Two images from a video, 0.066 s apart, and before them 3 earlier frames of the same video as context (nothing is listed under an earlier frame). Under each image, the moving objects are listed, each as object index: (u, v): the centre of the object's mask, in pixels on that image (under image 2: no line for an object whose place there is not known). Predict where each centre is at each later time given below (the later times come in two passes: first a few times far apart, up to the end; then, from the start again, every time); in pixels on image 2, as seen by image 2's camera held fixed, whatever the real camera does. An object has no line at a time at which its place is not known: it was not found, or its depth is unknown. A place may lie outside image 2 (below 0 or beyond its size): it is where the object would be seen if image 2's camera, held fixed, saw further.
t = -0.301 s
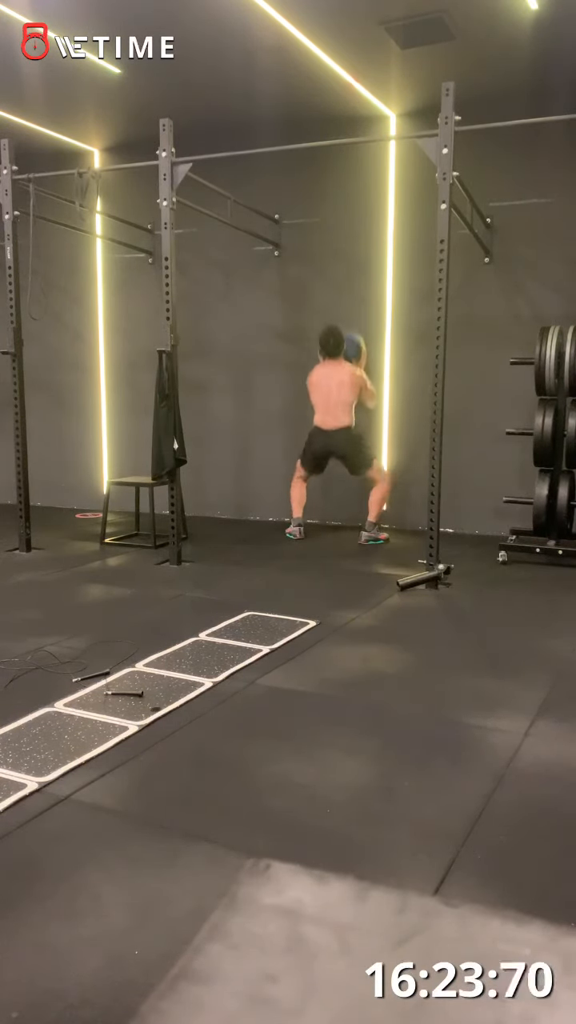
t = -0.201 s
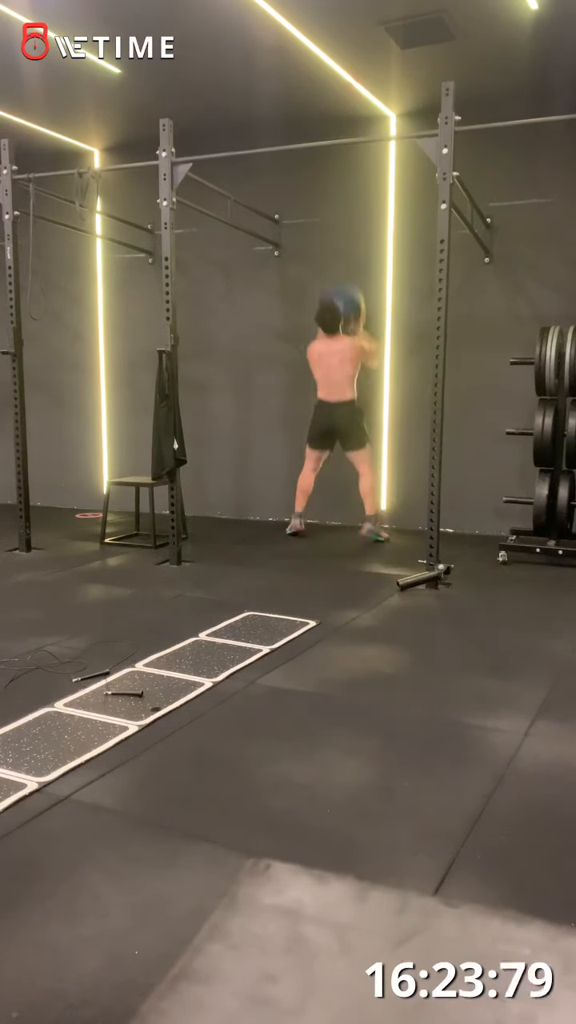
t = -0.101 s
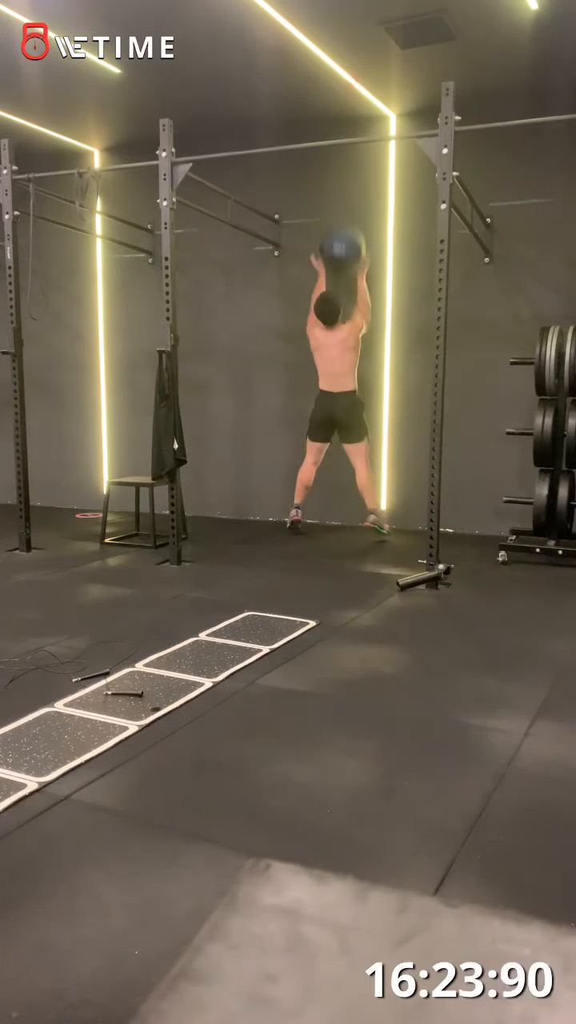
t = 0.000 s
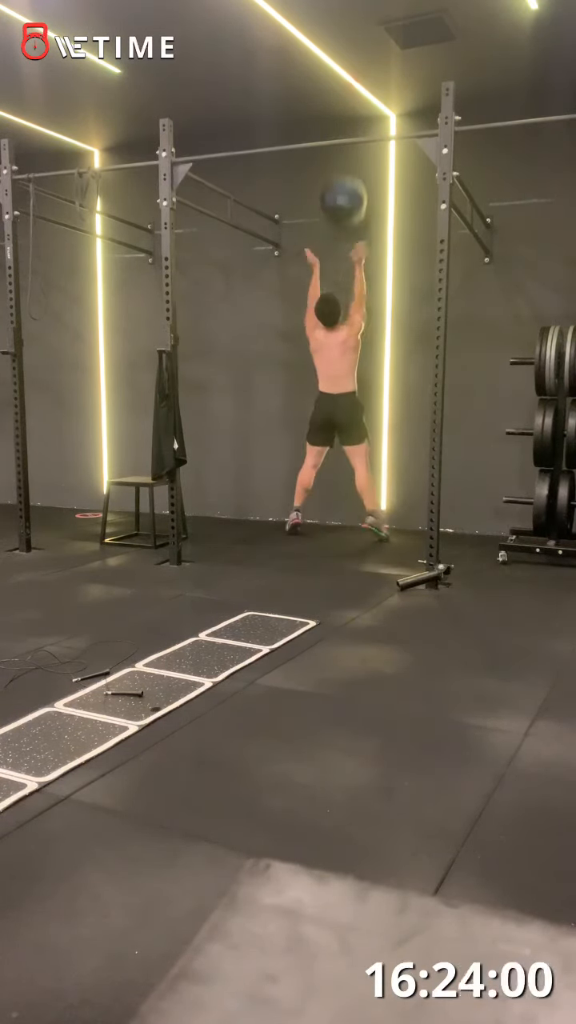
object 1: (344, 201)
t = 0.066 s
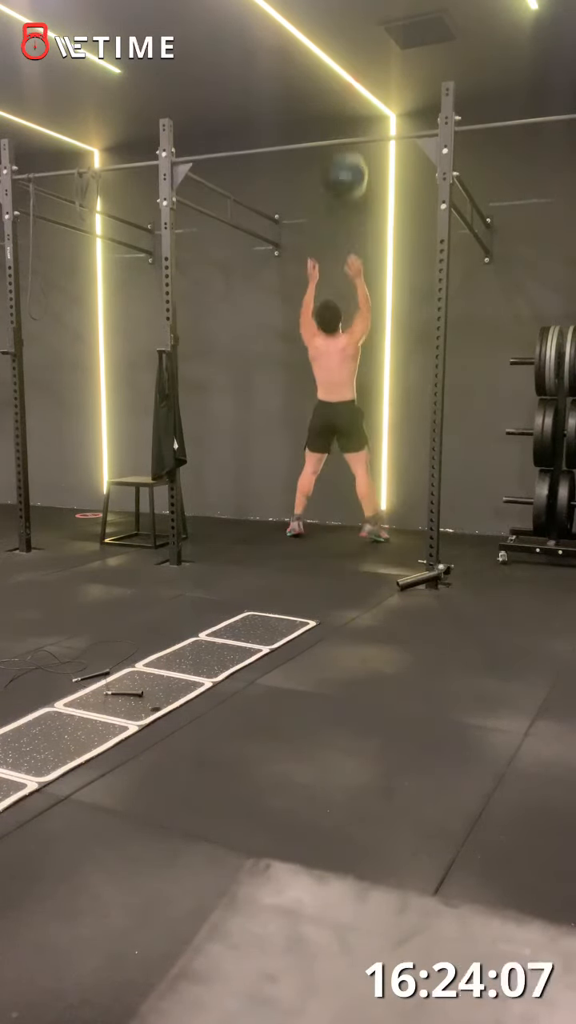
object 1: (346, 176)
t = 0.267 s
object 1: (352, 137)
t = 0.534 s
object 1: (346, 170)
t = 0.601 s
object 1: (343, 194)
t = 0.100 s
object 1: (347, 167)
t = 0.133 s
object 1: (349, 161)
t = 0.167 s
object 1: (350, 151)
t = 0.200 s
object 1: (349, 146)
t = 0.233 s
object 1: (351, 137)
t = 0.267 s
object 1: (352, 137)
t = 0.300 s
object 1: (352, 136)
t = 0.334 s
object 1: (352, 137)
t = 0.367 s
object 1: (351, 138)
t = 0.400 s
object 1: (351, 145)
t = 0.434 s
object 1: (352, 147)
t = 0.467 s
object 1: (348, 155)
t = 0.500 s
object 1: (347, 164)
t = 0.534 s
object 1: (346, 170)
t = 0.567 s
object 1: (343, 181)
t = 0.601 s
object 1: (343, 194)
